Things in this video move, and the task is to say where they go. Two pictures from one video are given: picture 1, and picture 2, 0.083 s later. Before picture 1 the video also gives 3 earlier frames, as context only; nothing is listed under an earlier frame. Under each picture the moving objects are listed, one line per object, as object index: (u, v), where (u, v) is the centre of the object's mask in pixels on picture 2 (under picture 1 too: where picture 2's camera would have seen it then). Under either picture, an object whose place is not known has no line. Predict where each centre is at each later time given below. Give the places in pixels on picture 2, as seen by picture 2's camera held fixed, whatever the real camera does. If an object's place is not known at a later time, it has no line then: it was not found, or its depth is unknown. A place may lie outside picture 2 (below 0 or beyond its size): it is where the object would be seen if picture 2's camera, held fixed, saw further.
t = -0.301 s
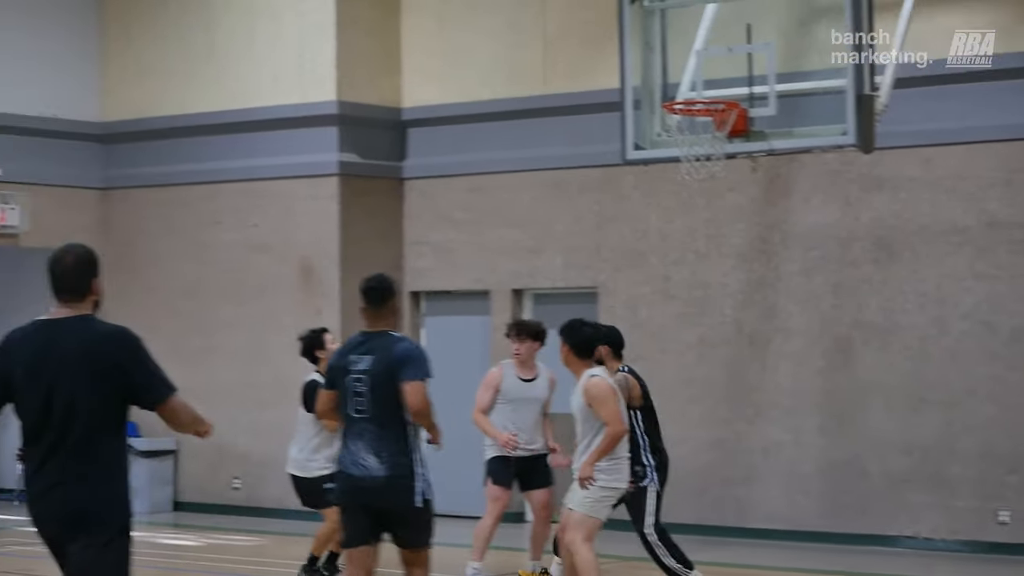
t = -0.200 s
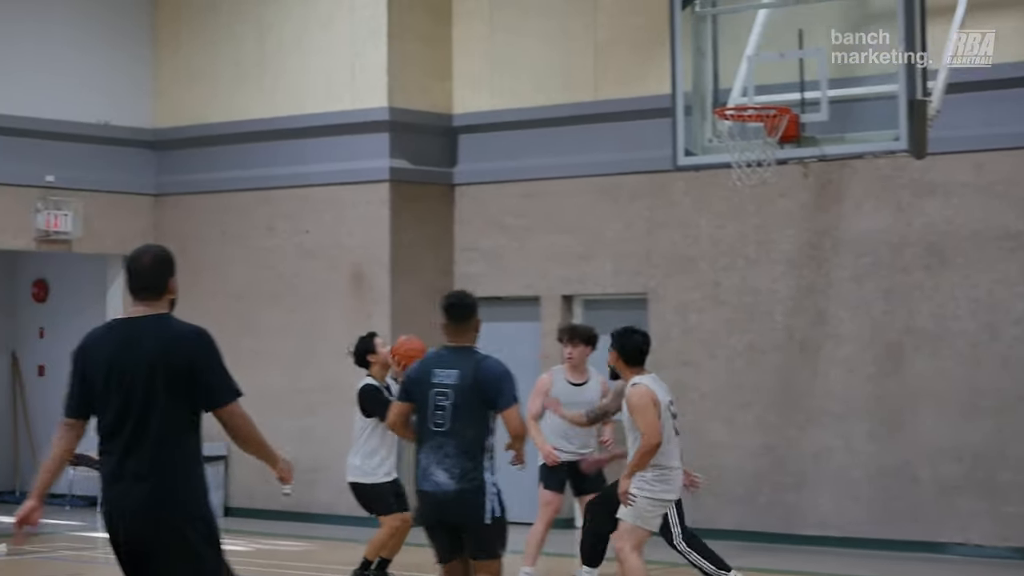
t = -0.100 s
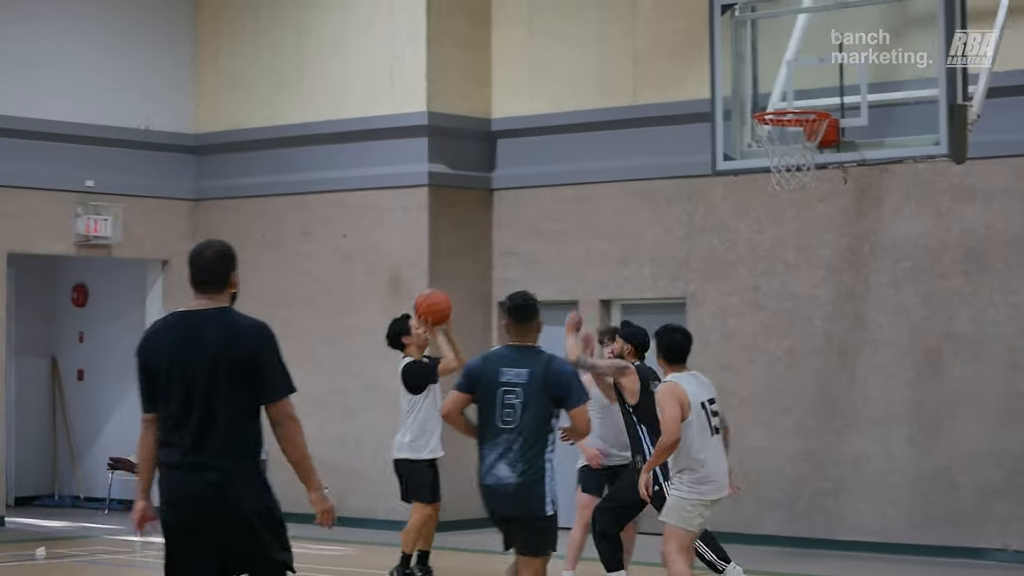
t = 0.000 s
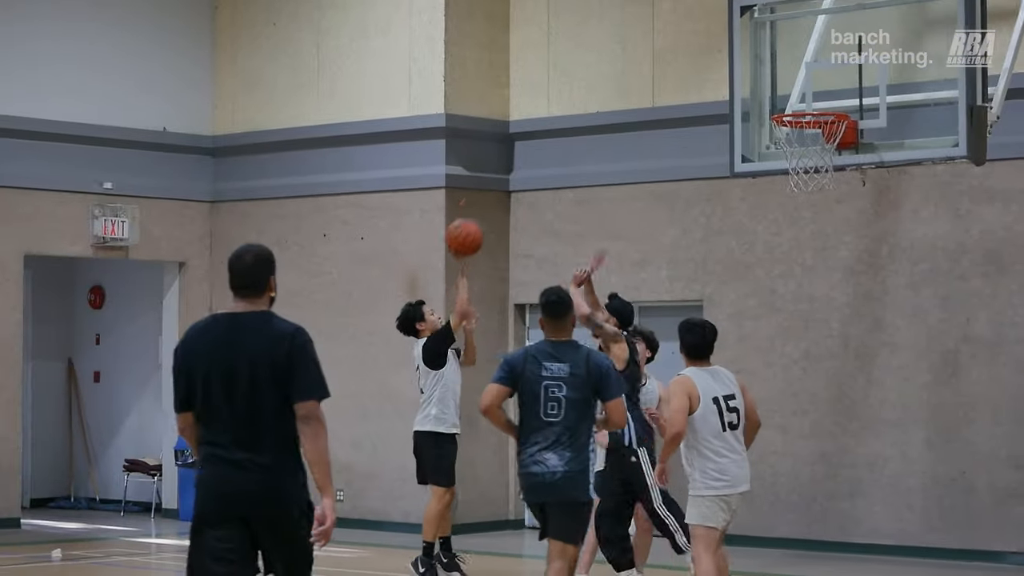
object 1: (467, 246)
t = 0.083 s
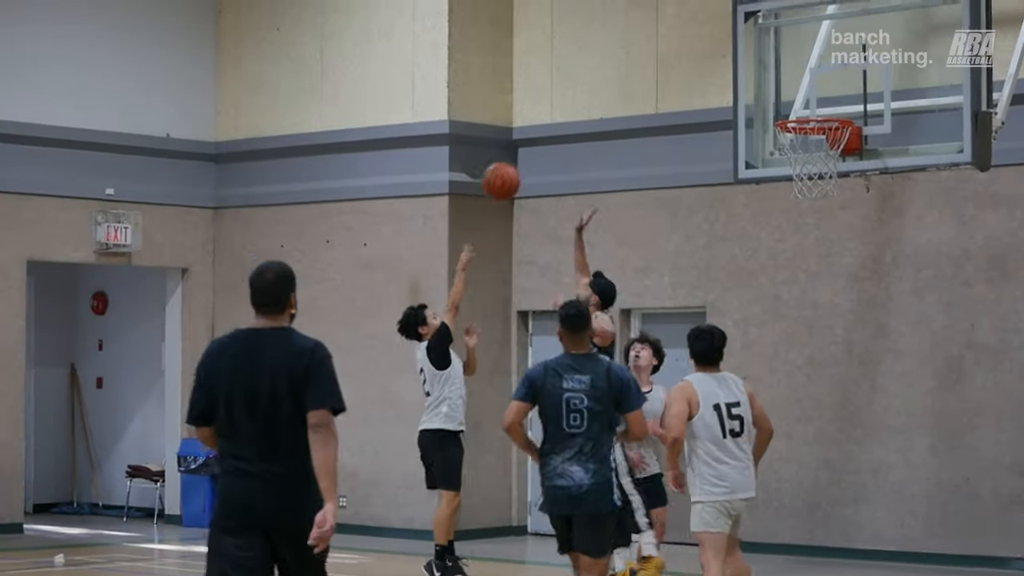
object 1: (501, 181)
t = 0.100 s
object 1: (508, 170)
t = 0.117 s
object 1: (515, 159)
